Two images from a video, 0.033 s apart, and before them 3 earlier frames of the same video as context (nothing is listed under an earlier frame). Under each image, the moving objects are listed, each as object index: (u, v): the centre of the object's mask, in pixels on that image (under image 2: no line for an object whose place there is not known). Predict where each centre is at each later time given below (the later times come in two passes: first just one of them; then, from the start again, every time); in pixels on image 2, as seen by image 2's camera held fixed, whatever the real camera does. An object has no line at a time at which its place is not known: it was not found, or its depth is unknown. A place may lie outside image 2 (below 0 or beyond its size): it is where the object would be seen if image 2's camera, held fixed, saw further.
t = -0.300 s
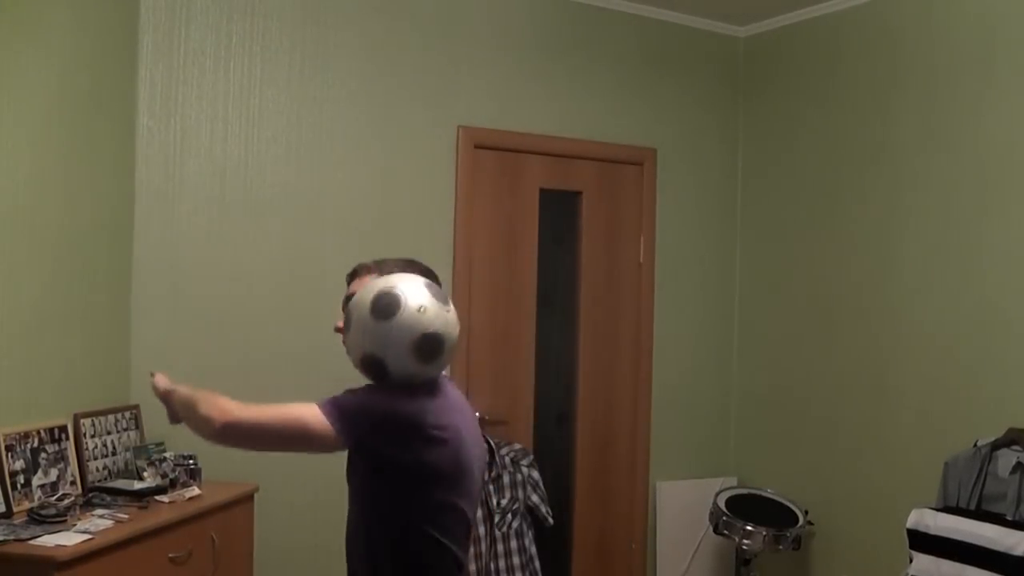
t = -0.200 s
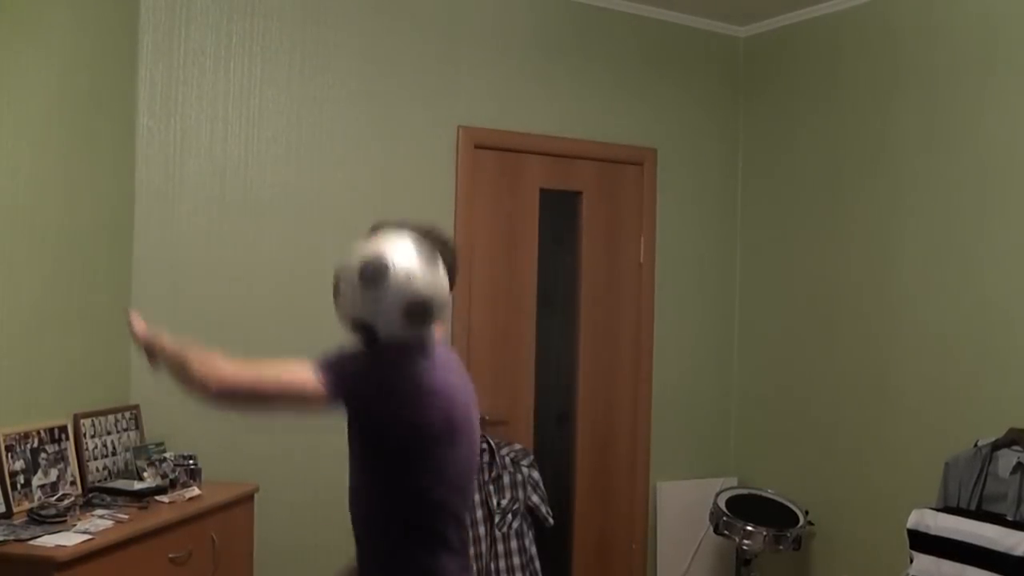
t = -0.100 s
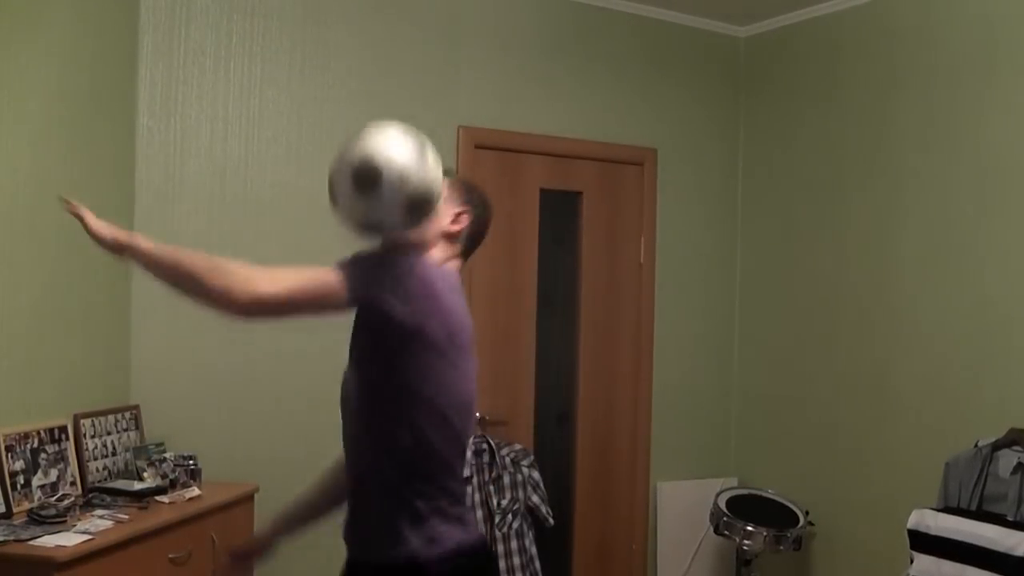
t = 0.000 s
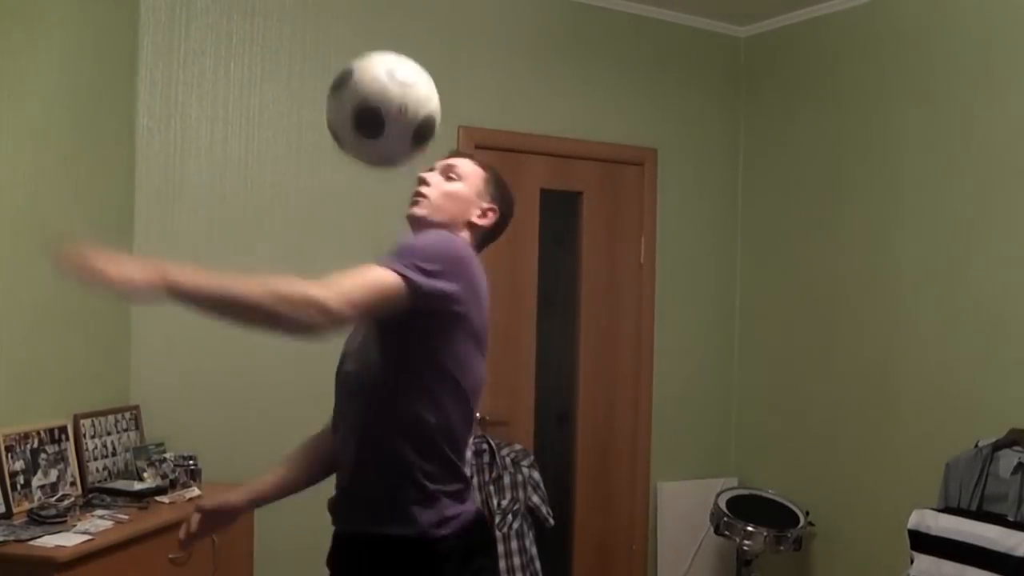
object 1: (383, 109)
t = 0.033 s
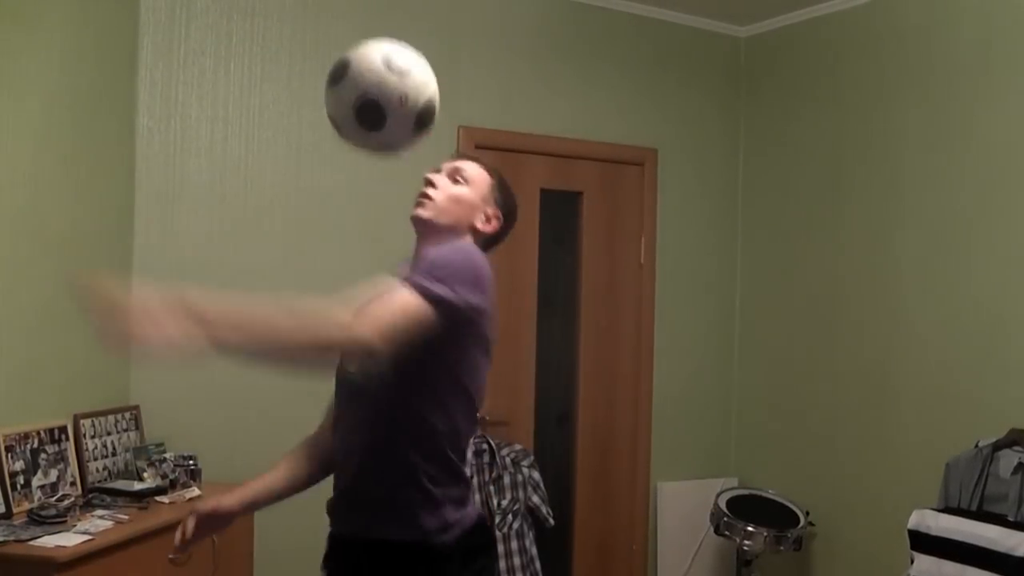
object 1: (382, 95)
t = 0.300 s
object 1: (366, 184)
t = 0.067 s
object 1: (380, 90)
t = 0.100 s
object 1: (379, 87)
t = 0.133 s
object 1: (377, 90)
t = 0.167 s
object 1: (375, 96)
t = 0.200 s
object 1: (372, 111)
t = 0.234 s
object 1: (371, 128)
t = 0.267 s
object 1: (368, 151)
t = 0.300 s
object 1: (366, 184)
